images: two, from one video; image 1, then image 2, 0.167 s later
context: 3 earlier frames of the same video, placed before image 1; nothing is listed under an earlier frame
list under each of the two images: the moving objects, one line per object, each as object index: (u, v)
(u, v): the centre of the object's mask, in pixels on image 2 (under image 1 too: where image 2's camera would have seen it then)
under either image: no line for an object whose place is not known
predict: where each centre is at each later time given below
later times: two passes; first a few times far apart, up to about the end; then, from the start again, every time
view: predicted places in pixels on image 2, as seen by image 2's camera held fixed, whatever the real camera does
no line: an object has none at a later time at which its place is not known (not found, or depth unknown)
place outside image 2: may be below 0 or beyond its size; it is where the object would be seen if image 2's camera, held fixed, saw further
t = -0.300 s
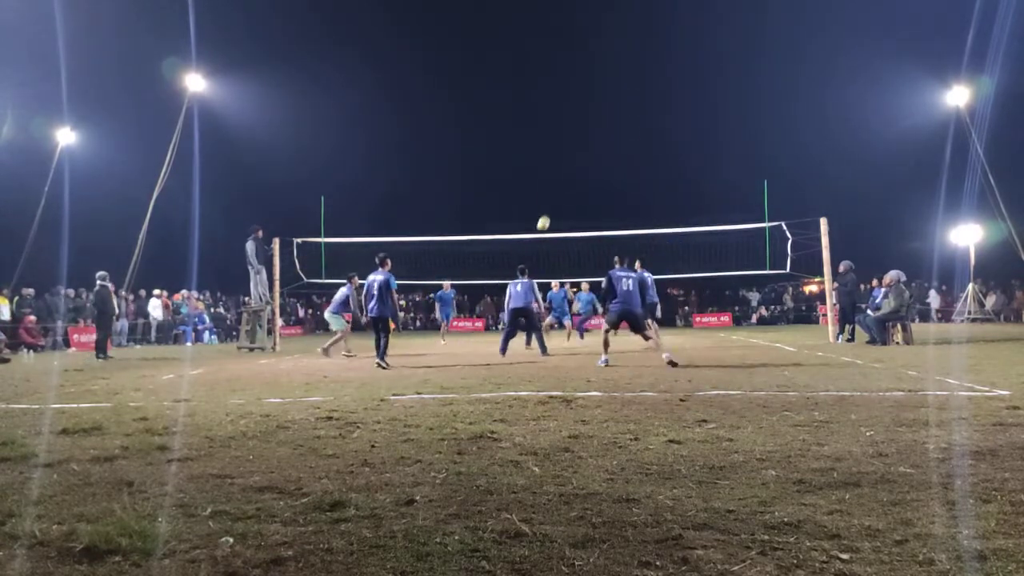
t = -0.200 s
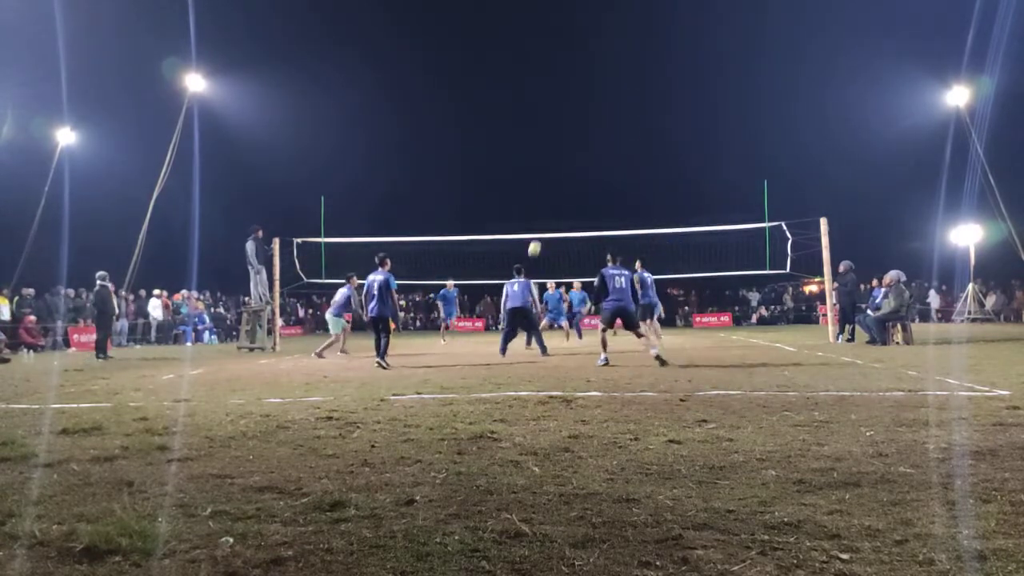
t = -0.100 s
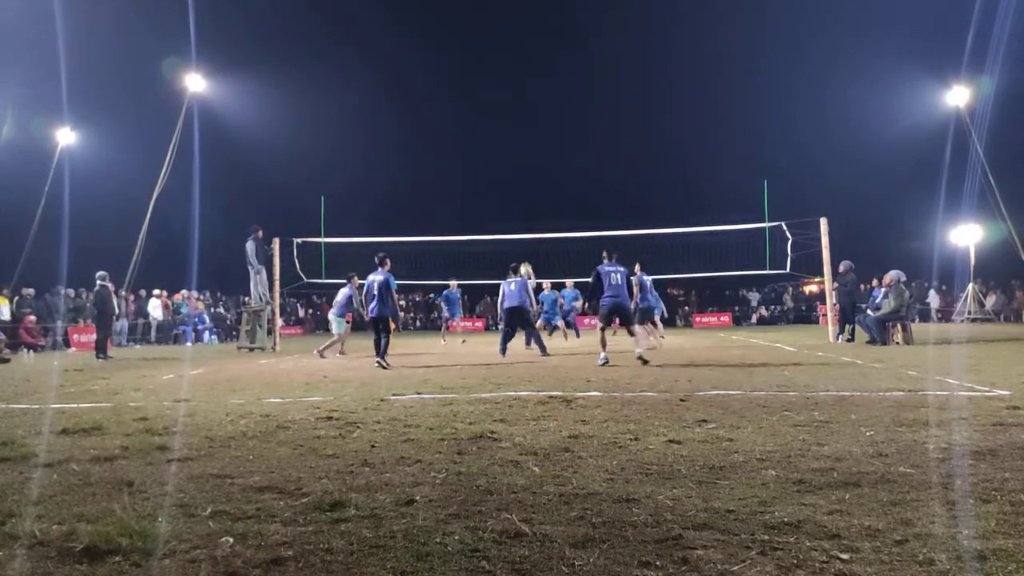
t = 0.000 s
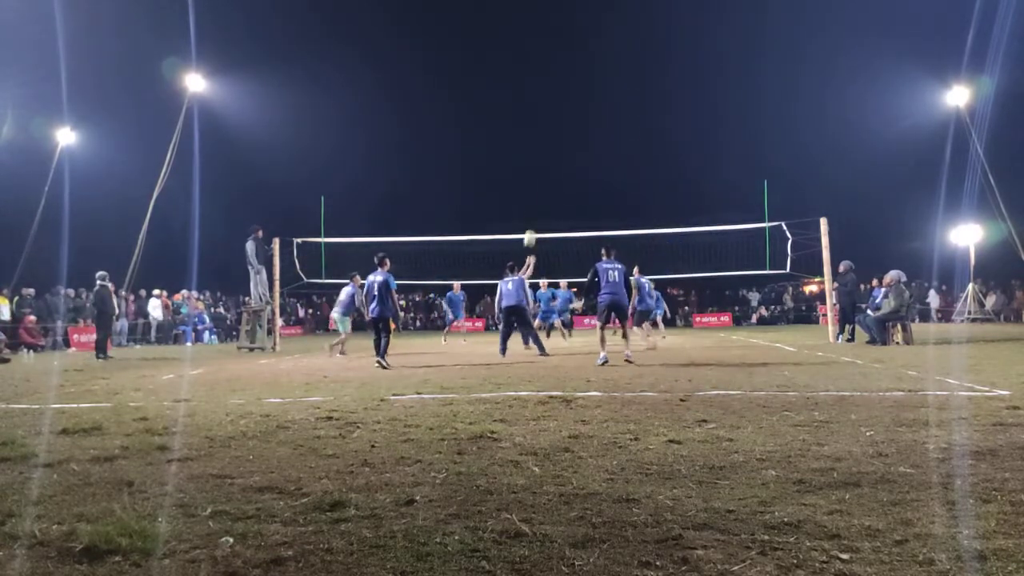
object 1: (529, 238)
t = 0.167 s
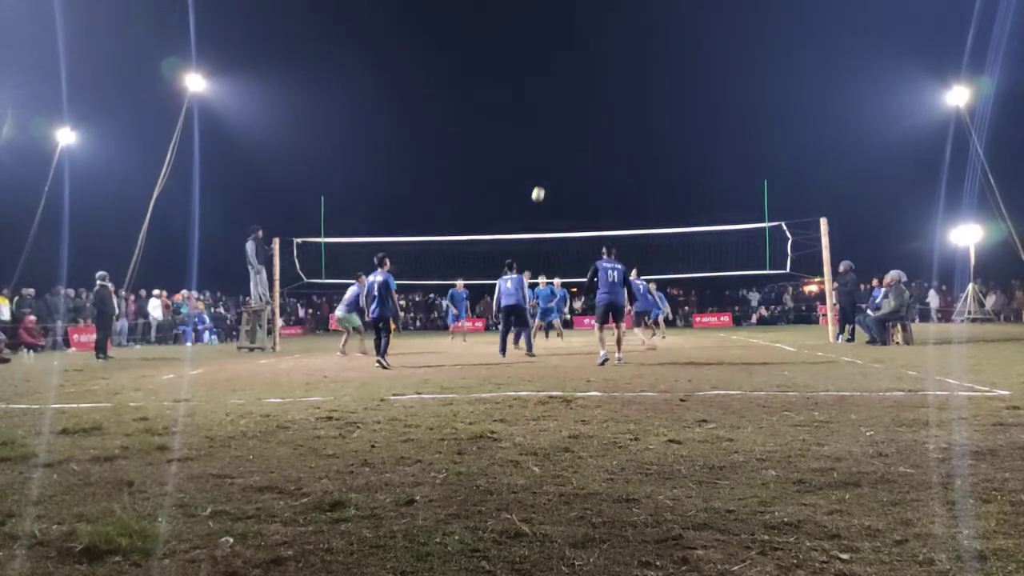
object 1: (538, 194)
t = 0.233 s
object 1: (541, 181)
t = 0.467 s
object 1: (554, 149)
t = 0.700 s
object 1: (567, 144)
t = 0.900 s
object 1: (578, 160)
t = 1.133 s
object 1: (592, 205)
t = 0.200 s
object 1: (540, 187)
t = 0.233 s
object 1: (541, 181)
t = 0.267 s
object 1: (543, 174)
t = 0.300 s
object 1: (545, 169)
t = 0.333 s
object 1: (547, 164)
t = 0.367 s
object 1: (548, 159)
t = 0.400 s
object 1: (550, 155)
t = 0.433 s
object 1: (552, 152)
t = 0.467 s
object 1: (554, 149)
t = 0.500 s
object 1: (556, 147)
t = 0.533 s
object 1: (558, 145)
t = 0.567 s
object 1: (559, 144)
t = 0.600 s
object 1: (561, 143)
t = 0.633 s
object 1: (563, 143)
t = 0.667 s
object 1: (565, 143)
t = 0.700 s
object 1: (567, 144)
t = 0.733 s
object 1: (569, 145)
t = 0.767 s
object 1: (571, 147)
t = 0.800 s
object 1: (572, 150)
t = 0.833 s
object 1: (574, 153)
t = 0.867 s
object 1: (576, 156)
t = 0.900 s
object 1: (578, 160)
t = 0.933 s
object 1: (580, 165)
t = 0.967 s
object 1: (582, 171)
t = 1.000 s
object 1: (584, 177)
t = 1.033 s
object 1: (586, 183)
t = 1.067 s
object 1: (588, 190)
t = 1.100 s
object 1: (590, 198)
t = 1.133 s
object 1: (592, 205)
